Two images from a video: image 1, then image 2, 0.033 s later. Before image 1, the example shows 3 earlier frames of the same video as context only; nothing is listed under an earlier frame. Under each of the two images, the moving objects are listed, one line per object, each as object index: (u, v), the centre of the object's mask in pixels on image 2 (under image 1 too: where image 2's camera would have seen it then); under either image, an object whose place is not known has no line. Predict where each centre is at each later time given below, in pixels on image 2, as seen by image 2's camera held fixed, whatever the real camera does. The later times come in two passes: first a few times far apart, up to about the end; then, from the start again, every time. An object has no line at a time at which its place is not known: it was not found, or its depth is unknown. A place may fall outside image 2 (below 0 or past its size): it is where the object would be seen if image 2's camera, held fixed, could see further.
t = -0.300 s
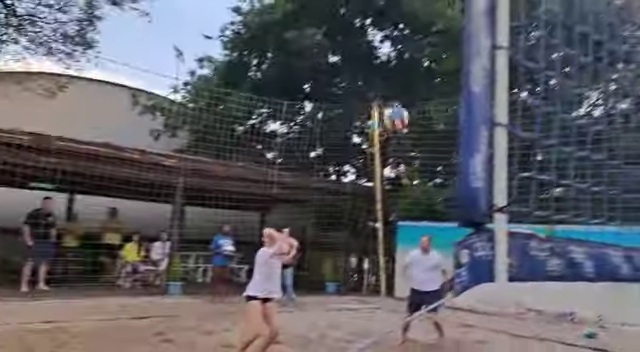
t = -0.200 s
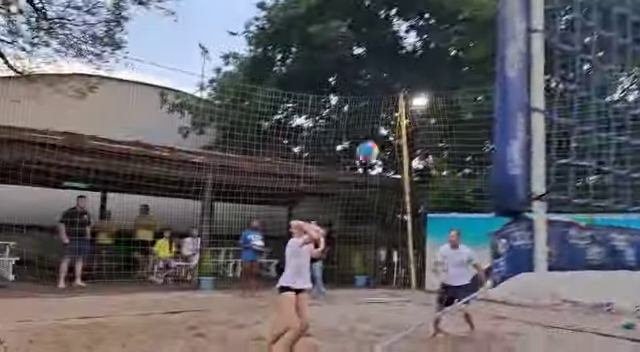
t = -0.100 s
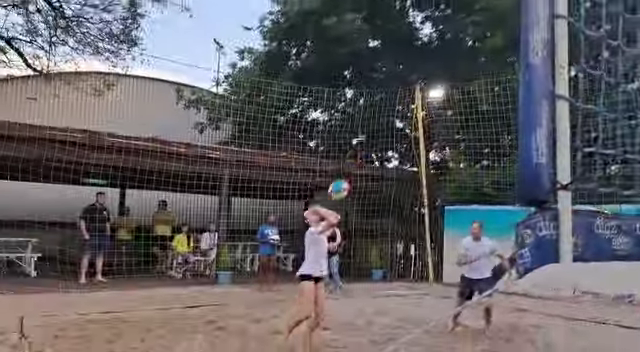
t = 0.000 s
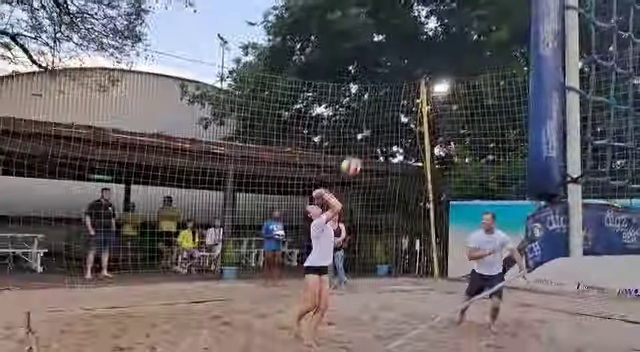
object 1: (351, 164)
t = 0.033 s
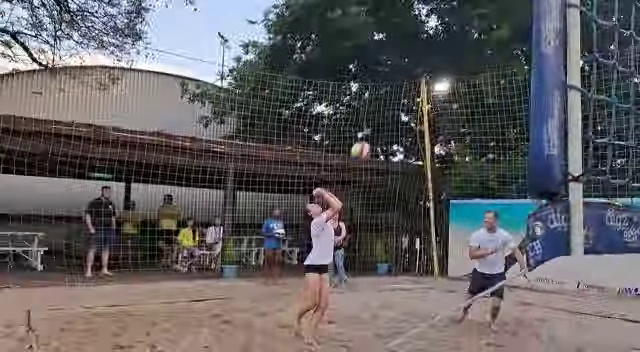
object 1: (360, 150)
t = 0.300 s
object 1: (428, 77)
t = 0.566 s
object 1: (487, 64)
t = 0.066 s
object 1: (369, 137)
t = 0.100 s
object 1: (377, 125)
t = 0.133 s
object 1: (386, 115)
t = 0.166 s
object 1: (395, 106)
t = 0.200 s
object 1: (404, 98)
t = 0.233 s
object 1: (412, 90)
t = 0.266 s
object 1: (420, 83)
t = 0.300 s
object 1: (428, 77)
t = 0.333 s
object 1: (436, 72)
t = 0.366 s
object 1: (444, 68)
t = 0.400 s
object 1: (451, 64)
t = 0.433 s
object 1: (459, 62)
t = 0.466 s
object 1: (466, 62)
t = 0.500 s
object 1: (473, 60)
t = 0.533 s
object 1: (481, 62)
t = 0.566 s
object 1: (487, 64)
